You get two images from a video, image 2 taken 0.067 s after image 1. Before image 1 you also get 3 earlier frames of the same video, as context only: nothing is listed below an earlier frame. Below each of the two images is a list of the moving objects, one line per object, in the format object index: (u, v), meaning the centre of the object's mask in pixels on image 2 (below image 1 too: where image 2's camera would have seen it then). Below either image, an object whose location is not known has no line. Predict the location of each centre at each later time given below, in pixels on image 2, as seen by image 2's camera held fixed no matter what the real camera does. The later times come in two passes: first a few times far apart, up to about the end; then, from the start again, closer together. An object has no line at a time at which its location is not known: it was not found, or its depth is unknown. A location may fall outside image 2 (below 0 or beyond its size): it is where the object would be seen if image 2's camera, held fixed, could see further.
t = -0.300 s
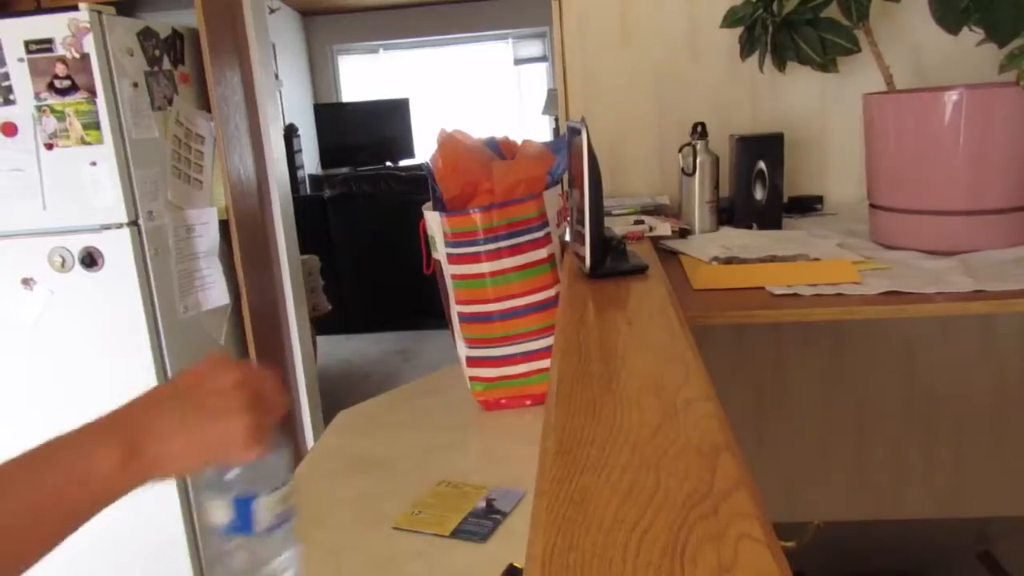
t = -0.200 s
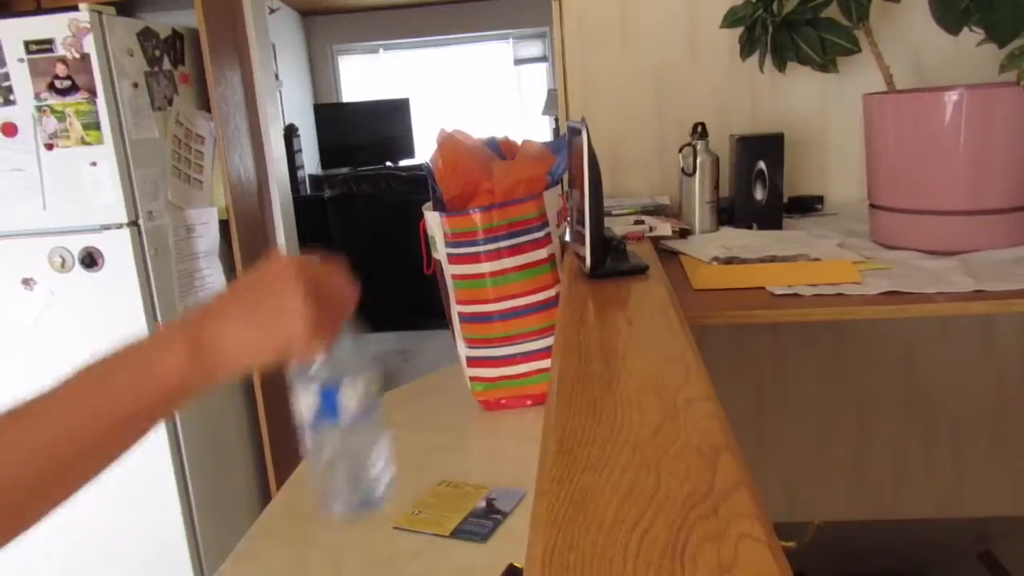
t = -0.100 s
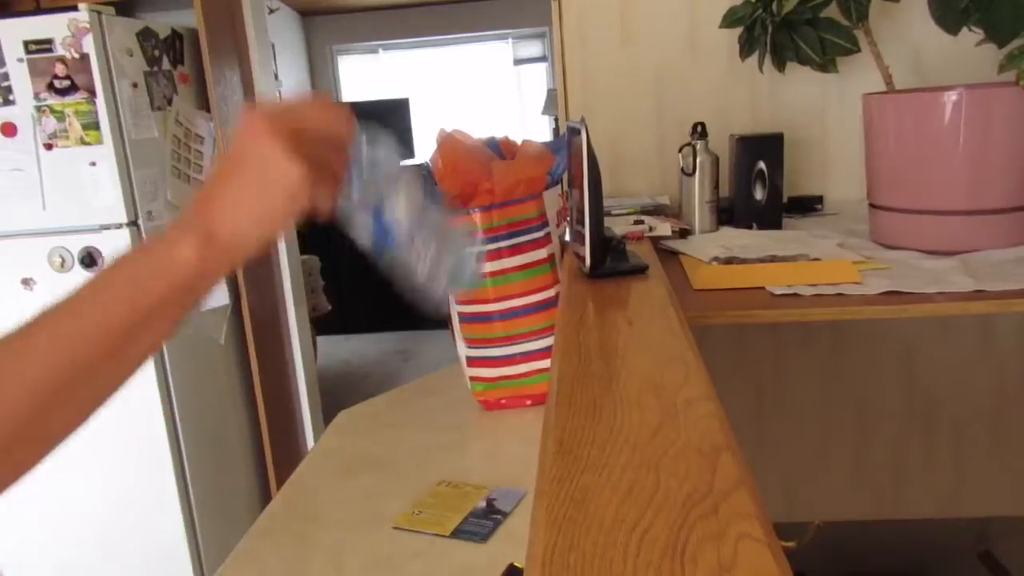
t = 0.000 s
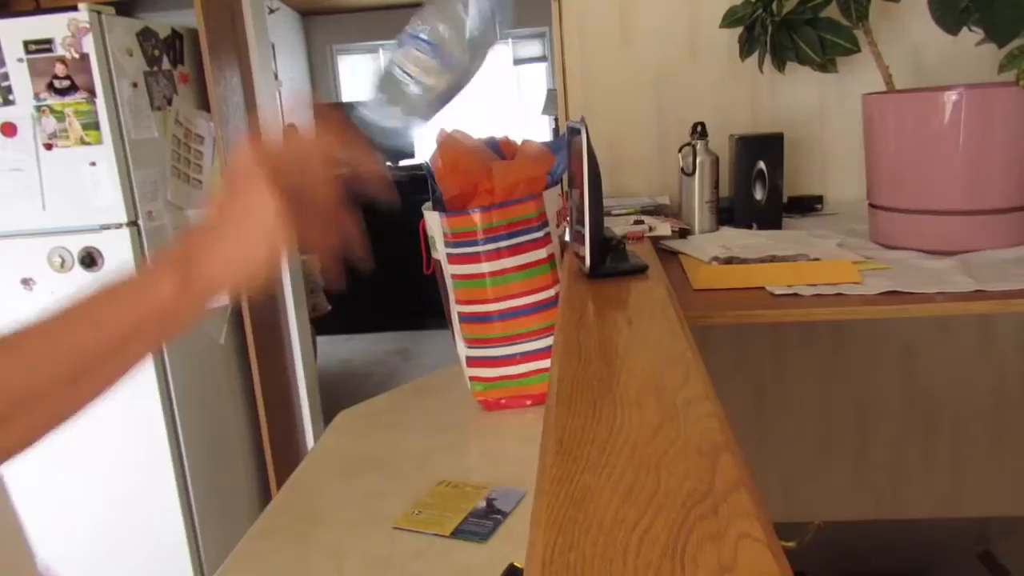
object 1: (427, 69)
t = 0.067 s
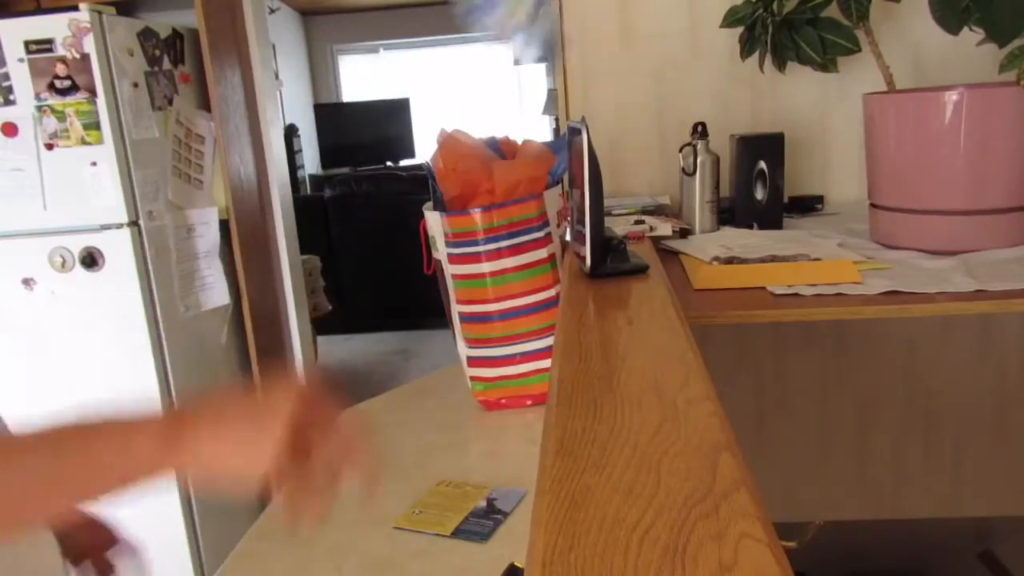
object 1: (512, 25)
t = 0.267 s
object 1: (513, 46)
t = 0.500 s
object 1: (569, 271)
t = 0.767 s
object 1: (569, 272)
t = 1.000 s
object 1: (569, 272)
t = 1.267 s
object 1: (569, 272)
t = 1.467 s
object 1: (569, 271)
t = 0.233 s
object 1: (487, 18)
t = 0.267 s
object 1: (513, 46)
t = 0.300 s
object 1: (539, 93)
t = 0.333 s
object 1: (555, 150)
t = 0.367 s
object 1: (567, 244)
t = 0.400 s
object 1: (567, 269)
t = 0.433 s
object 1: (569, 270)
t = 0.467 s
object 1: (570, 271)
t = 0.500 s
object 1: (569, 271)
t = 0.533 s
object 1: (569, 271)
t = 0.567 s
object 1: (570, 271)
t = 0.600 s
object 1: (569, 271)
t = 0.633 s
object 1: (569, 272)
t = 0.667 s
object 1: (569, 272)
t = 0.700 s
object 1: (569, 272)
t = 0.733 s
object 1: (569, 272)
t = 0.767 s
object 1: (569, 272)
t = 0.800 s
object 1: (570, 272)
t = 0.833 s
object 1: (569, 272)
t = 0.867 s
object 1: (569, 272)
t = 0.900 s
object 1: (570, 272)
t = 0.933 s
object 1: (569, 272)
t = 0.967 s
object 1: (569, 272)
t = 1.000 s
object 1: (569, 272)
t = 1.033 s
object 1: (569, 272)
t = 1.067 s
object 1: (569, 272)
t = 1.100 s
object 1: (569, 272)
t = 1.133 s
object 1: (569, 272)
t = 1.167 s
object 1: (569, 272)
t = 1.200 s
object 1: (569, 272)
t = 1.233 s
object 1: (569, 272)
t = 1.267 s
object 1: (569, 272)
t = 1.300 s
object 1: (569, 272)
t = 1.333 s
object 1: (569, 272)
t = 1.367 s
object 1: (569, 272)
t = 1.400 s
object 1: (569, 272)
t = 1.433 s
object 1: (570, 272)
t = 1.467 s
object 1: (569, 271)
